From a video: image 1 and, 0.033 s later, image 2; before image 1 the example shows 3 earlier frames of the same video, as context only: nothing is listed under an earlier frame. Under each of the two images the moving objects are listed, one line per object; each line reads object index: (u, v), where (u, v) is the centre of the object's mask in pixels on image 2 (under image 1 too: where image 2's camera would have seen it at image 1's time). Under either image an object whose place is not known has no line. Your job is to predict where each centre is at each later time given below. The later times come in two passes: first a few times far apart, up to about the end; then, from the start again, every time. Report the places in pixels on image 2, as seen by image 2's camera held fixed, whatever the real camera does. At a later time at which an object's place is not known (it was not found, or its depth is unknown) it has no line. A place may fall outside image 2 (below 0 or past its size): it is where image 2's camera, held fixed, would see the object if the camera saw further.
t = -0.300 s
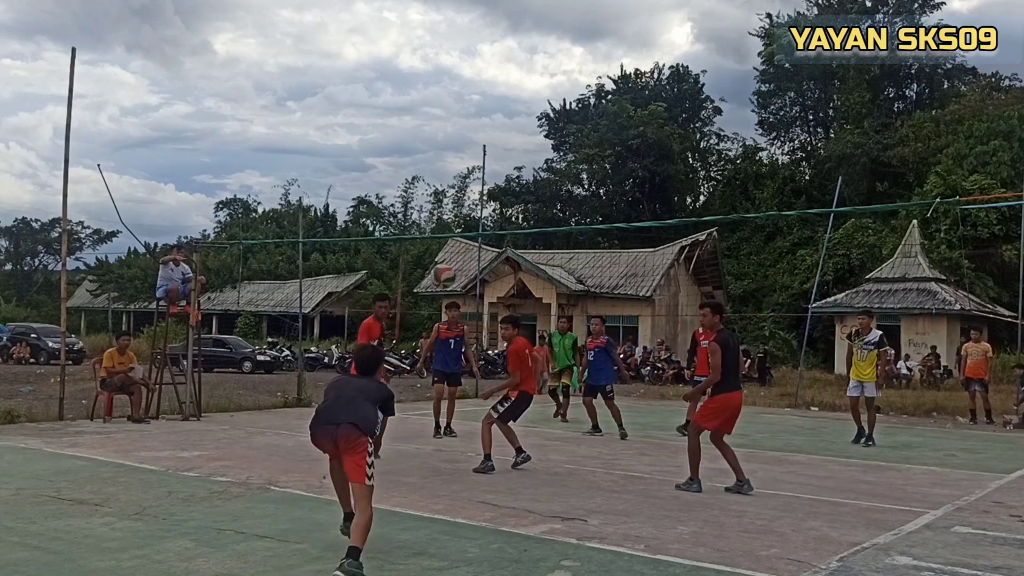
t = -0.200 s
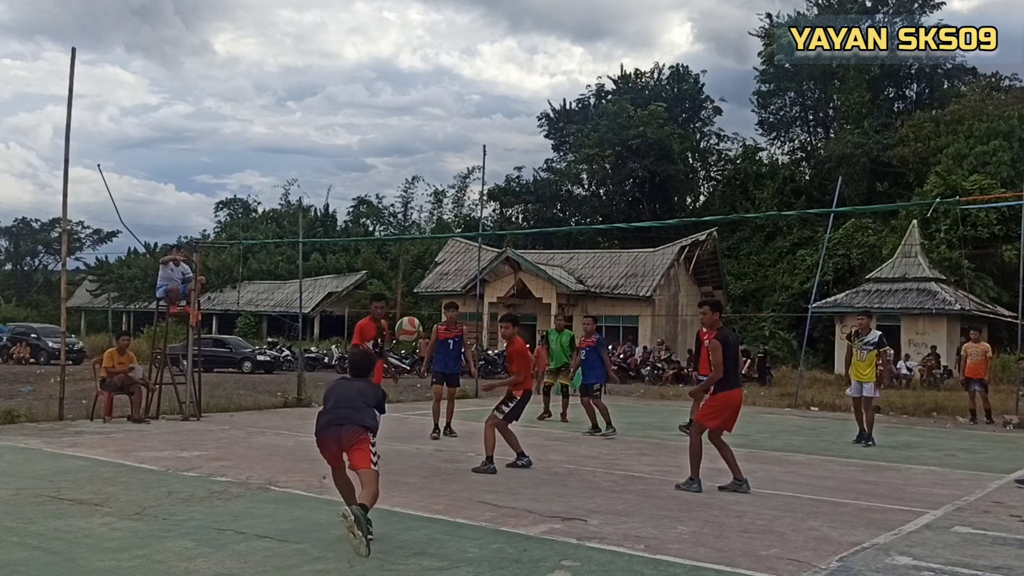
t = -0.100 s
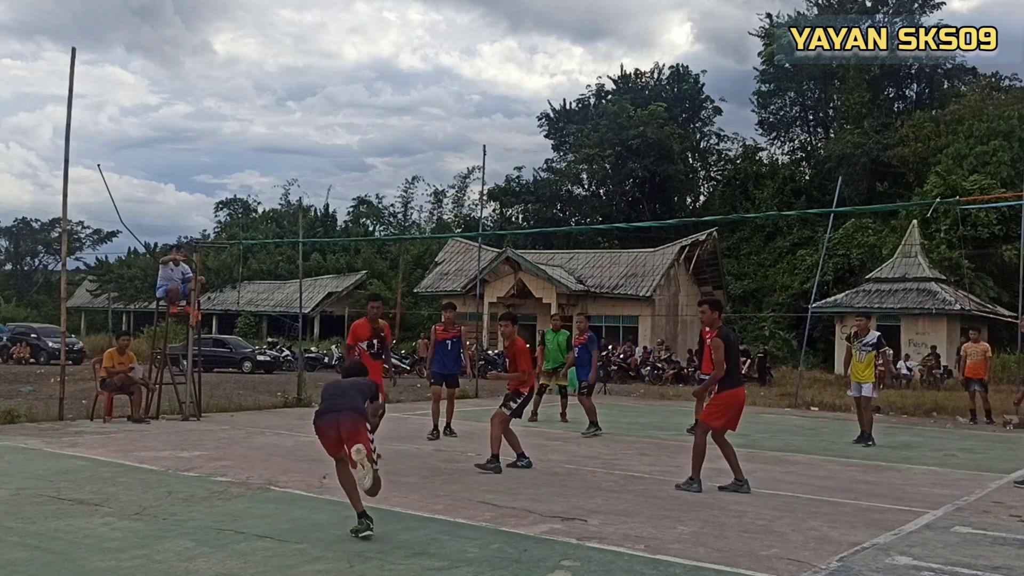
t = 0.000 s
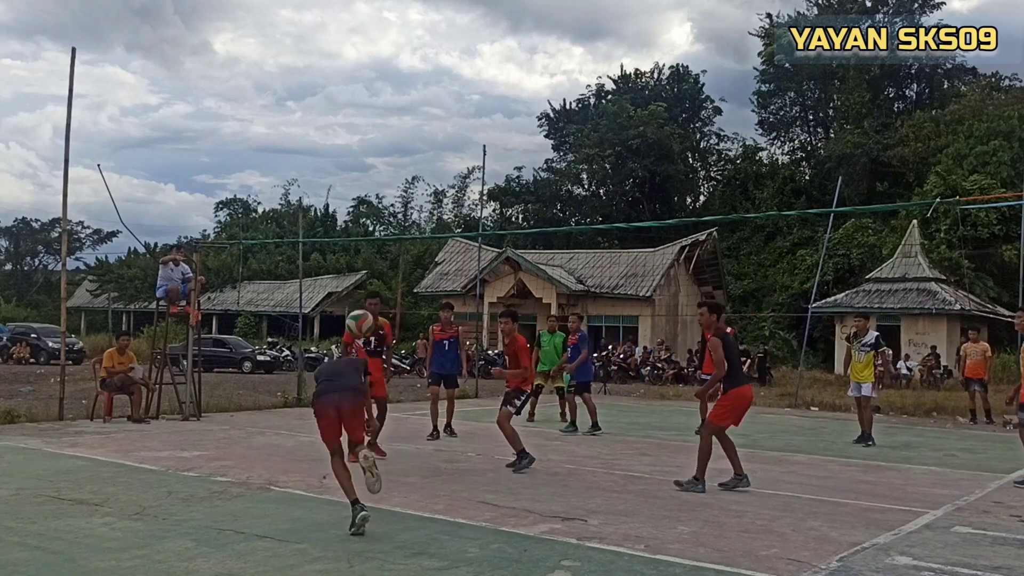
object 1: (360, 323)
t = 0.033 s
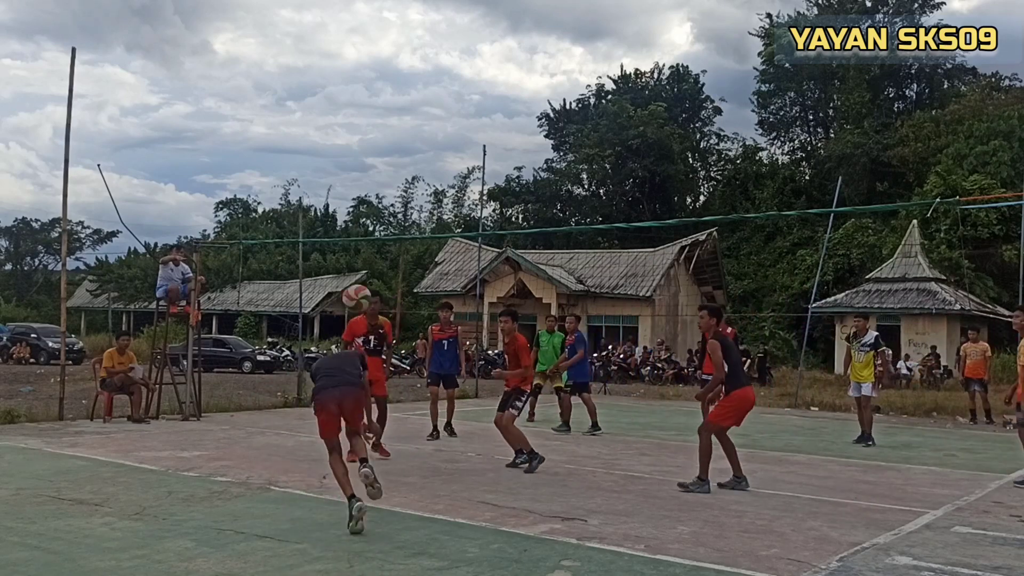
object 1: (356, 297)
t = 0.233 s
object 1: (336, 177)
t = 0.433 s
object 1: (313, 106)
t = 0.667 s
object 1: (284, 90)
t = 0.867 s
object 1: (258, 136)
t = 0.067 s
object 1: (353, 275)
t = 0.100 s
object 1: (350, 252)
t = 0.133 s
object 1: (347, 231)
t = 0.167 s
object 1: (343, 211)
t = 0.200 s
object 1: (340, 193)
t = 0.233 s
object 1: (336, 177)
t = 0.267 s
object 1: (333, 161)
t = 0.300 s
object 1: (329, 147)
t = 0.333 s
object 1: (325, 135)
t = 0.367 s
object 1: (321, 124)
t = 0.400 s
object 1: (317, 115)
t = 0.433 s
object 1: (313, 106)
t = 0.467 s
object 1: (309, 99)
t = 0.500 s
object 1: (305, 94)
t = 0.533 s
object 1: (301, 91)
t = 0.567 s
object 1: (297, 88)
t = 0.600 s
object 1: (293, 87)
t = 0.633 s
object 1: (289, 88)
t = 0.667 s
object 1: (284, 90)
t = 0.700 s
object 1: (280, 94)
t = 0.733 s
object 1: (276, 99)
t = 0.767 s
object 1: (271, 106)
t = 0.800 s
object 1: (267, 114)
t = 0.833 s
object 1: (262, 125)
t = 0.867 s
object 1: (258, 136)
